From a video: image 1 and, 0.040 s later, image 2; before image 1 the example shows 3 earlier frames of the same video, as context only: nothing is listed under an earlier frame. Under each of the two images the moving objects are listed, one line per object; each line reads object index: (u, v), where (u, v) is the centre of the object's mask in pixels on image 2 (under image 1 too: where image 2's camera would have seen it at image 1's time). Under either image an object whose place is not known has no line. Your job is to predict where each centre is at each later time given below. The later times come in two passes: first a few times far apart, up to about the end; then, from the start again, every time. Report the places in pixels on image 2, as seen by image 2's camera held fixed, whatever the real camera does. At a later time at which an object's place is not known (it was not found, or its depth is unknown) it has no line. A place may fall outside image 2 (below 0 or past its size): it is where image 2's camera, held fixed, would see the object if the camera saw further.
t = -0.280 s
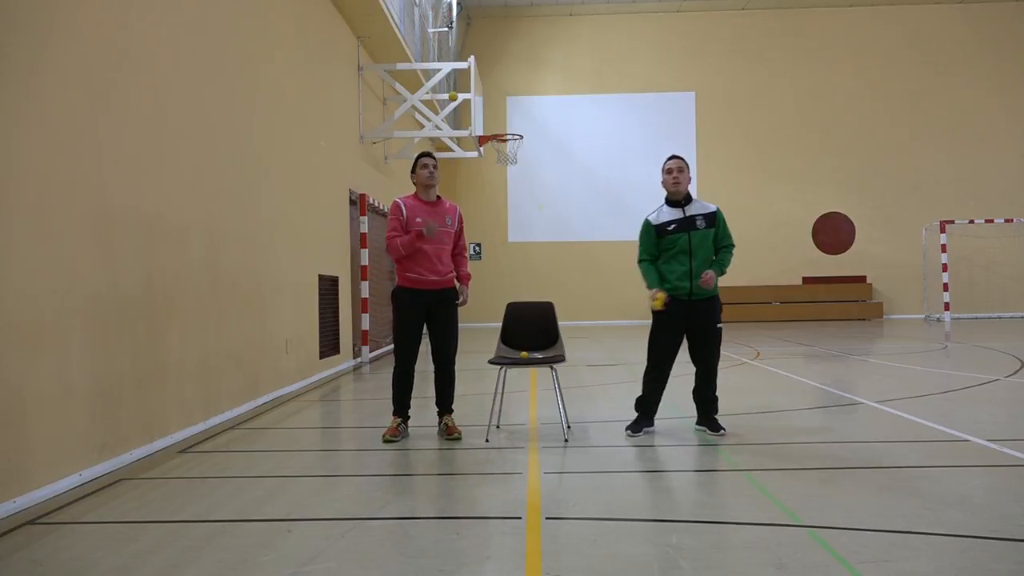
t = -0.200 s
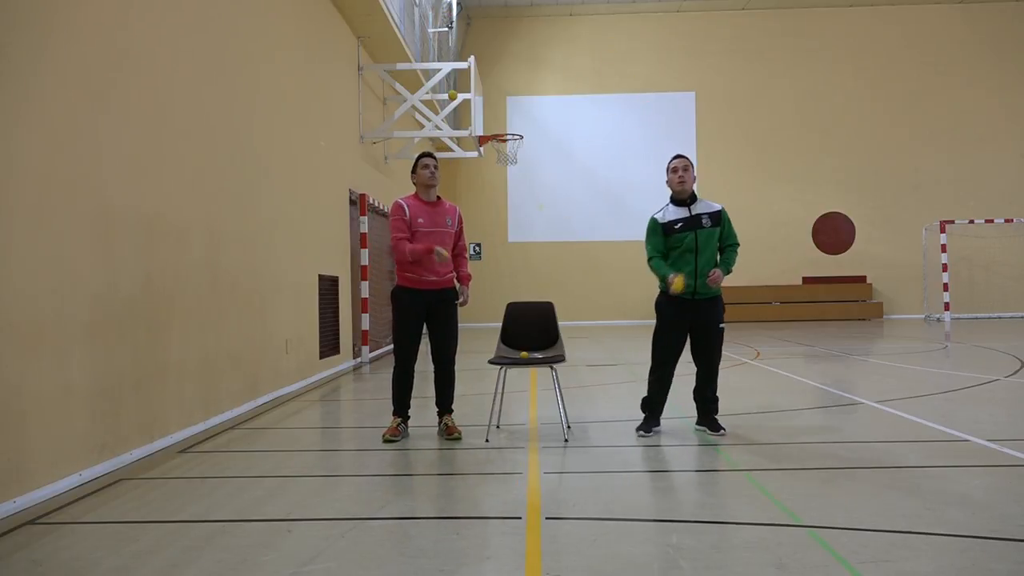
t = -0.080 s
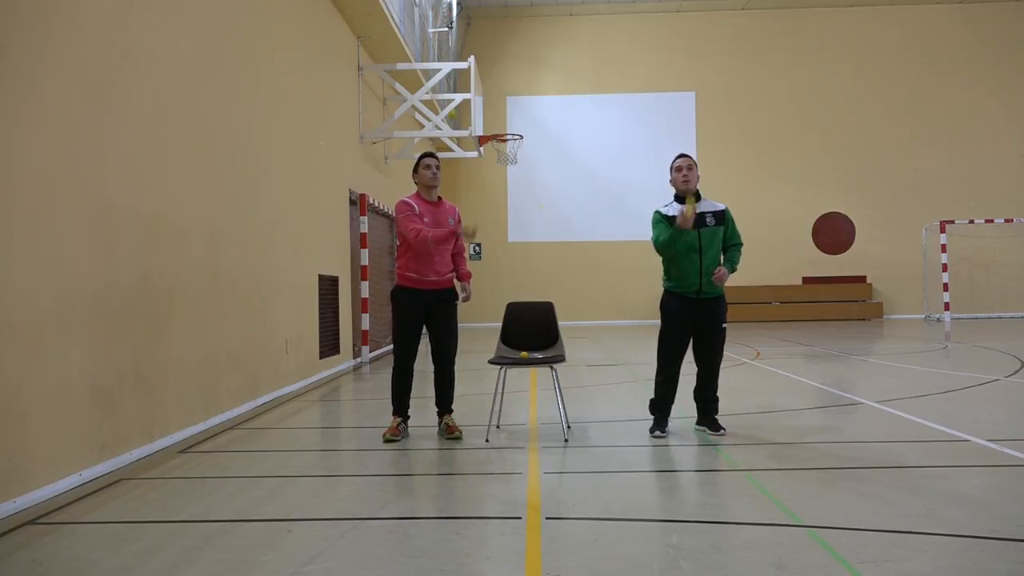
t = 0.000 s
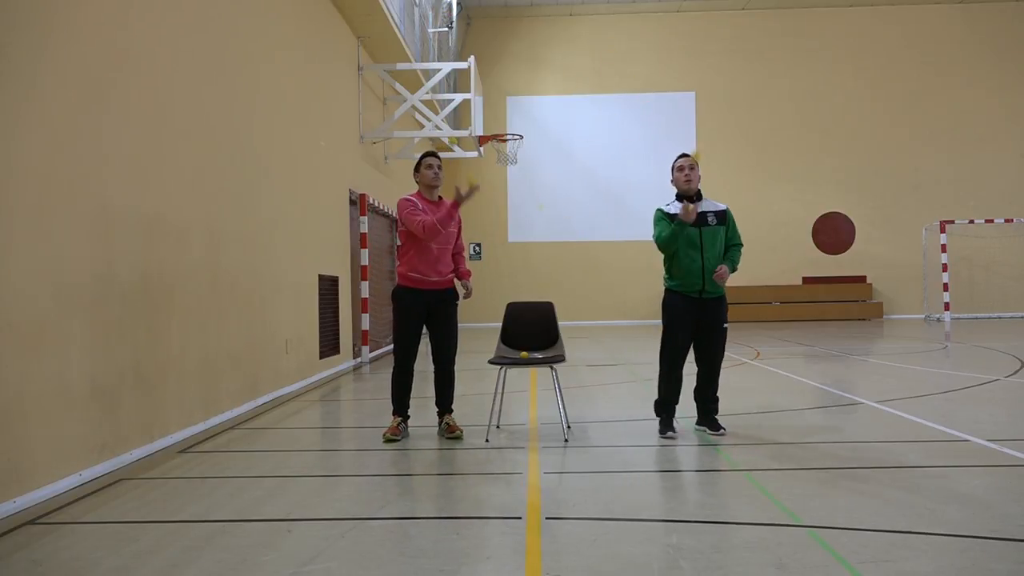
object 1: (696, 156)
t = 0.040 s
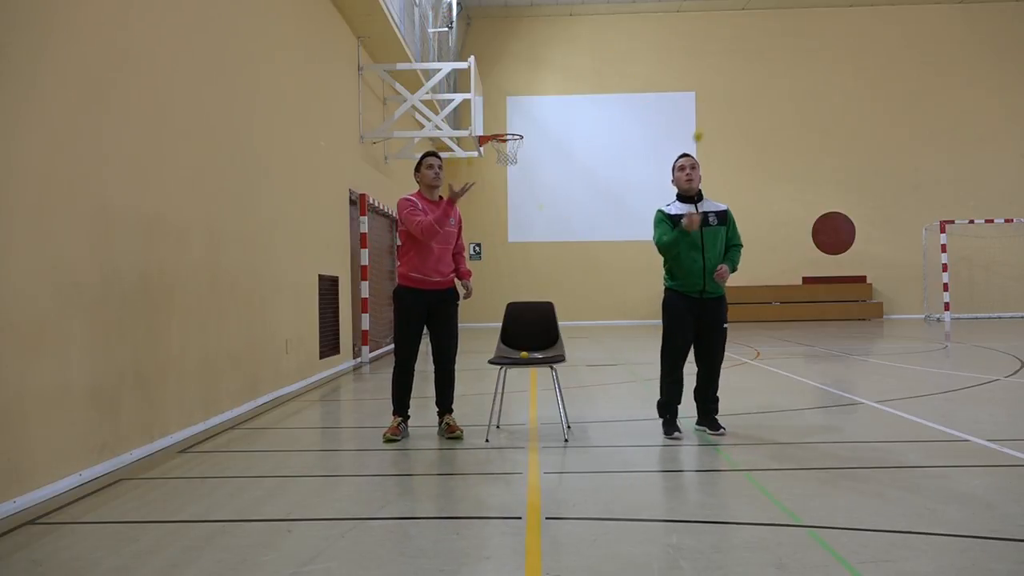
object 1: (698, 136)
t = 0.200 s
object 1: (709, 82)
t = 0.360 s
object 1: (721, 74)
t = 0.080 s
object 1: (700, 120)
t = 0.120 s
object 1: (702, 105)
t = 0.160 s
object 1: (706, 93)
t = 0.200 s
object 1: (709, 82)
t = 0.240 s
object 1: (711, 77)
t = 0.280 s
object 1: (714, 73)
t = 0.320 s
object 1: (718, 72)
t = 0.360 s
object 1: (721, 74)
